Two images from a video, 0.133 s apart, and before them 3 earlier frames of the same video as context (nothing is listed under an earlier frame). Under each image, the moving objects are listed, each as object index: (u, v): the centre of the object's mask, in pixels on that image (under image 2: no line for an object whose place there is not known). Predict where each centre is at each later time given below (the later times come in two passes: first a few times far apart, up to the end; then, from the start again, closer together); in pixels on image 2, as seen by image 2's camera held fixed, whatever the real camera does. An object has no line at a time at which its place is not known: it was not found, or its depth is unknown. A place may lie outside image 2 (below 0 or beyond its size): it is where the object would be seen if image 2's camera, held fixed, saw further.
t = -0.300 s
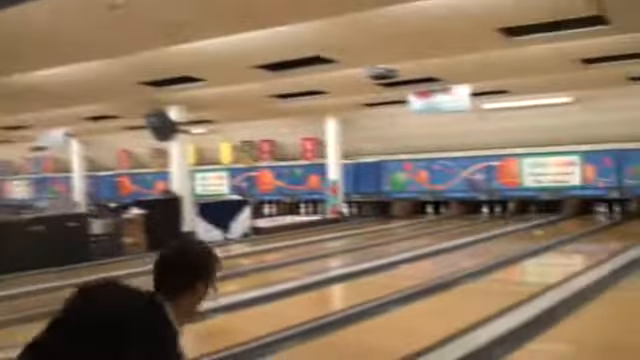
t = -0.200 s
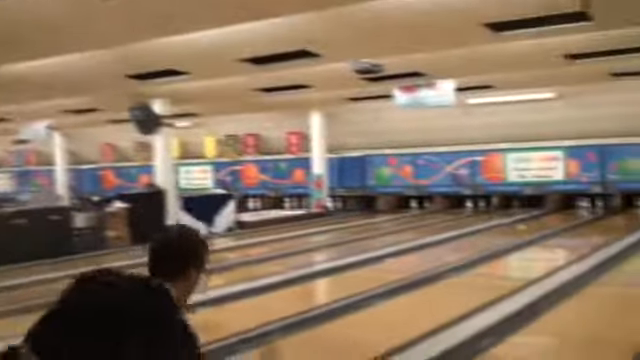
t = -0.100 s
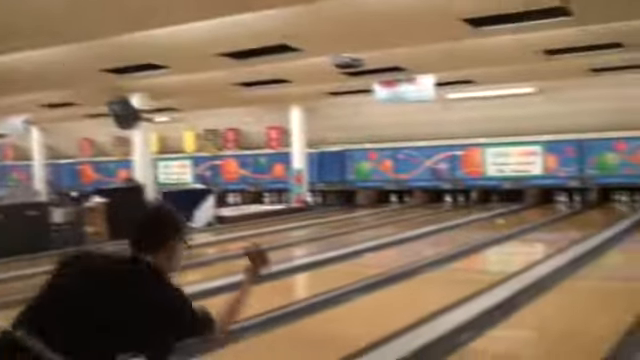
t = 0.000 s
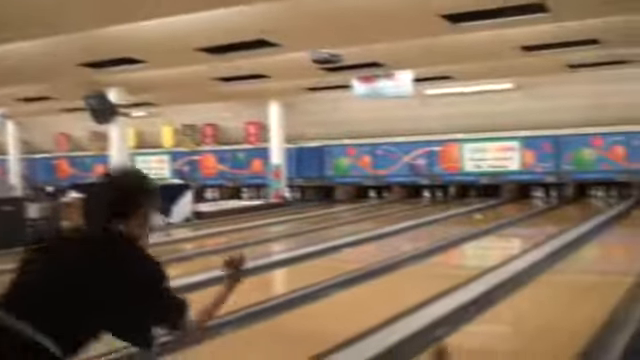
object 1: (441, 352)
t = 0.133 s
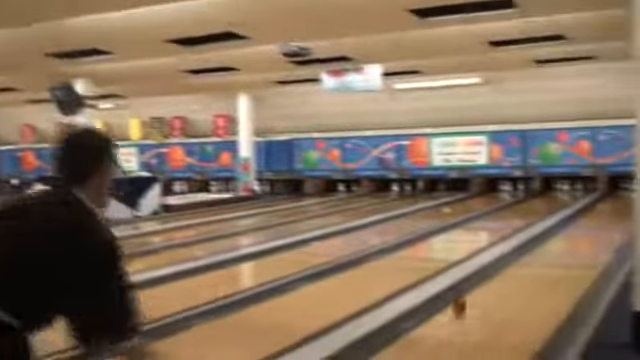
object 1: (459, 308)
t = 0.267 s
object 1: (493, 283)
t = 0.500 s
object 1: (533, 248)
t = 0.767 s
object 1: (559, 229)
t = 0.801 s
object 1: (561, 228)
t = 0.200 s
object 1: (479, 294)
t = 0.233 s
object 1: (487, 288)
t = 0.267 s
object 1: (493, 283)
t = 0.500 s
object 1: (533, 248)
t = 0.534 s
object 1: (537, 245)
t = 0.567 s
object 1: (541, 241)
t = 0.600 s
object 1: (542, 240)
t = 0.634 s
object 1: (542, 241)
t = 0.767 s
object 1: (559, 229)
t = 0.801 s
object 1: (561, 228)
